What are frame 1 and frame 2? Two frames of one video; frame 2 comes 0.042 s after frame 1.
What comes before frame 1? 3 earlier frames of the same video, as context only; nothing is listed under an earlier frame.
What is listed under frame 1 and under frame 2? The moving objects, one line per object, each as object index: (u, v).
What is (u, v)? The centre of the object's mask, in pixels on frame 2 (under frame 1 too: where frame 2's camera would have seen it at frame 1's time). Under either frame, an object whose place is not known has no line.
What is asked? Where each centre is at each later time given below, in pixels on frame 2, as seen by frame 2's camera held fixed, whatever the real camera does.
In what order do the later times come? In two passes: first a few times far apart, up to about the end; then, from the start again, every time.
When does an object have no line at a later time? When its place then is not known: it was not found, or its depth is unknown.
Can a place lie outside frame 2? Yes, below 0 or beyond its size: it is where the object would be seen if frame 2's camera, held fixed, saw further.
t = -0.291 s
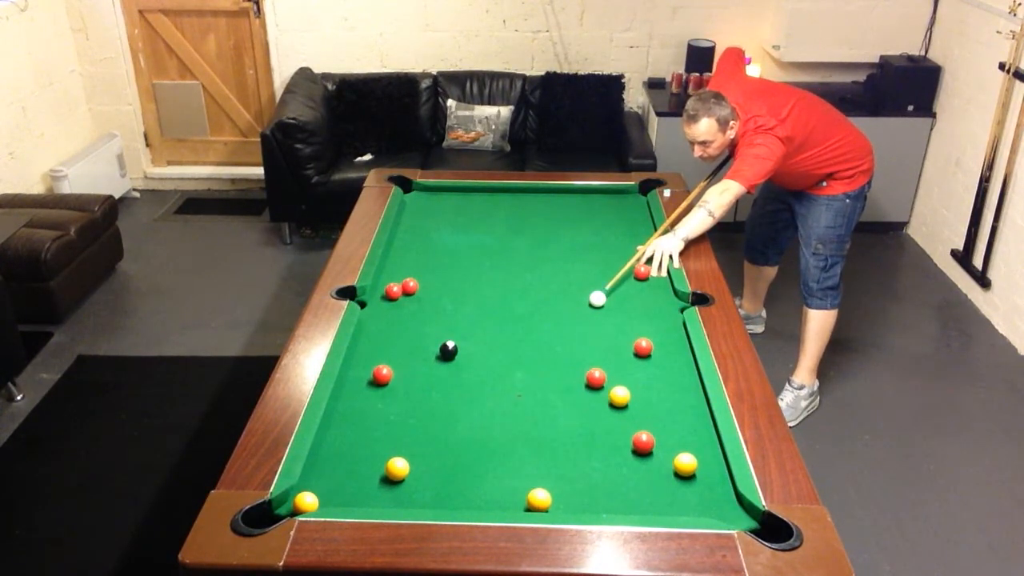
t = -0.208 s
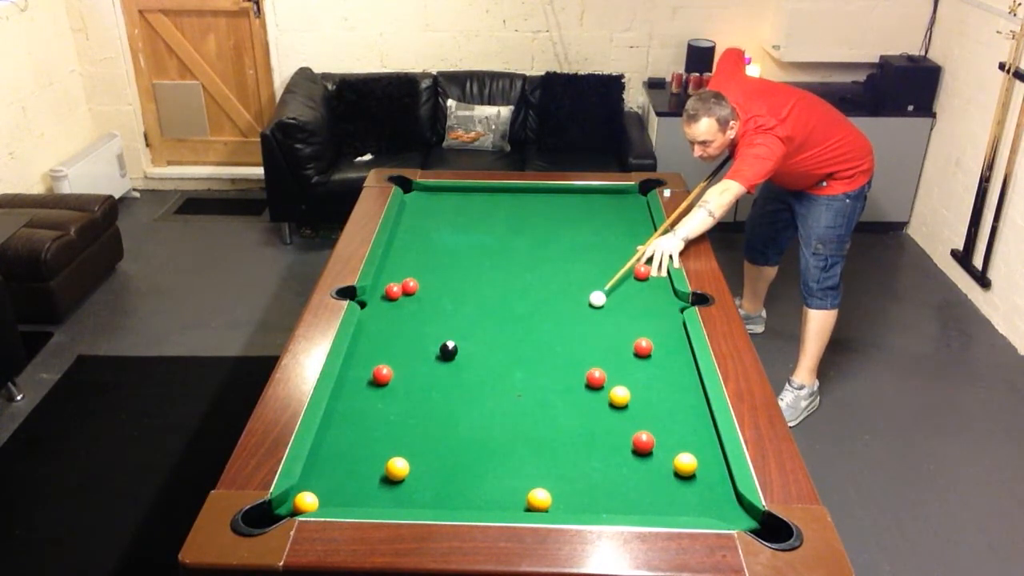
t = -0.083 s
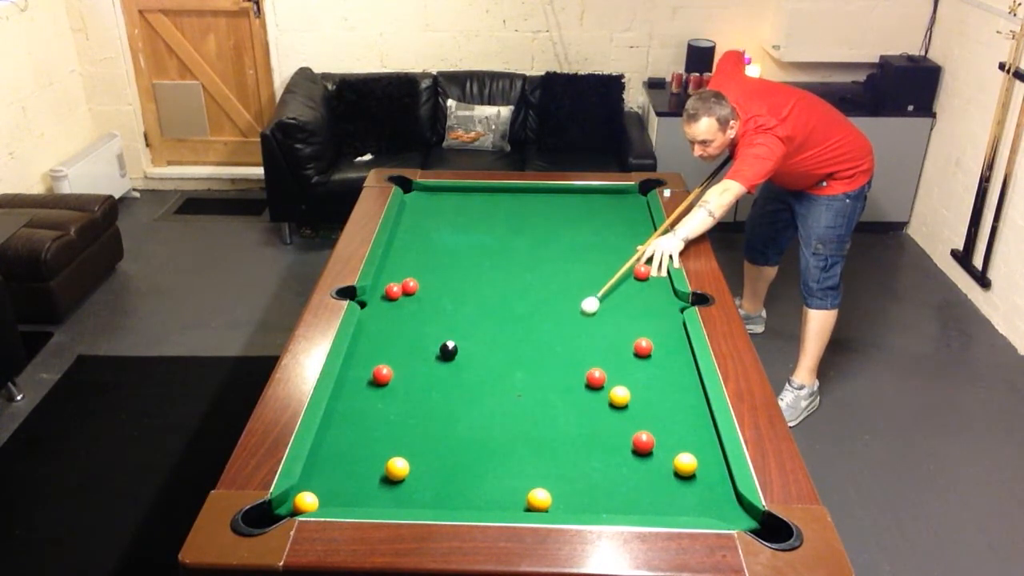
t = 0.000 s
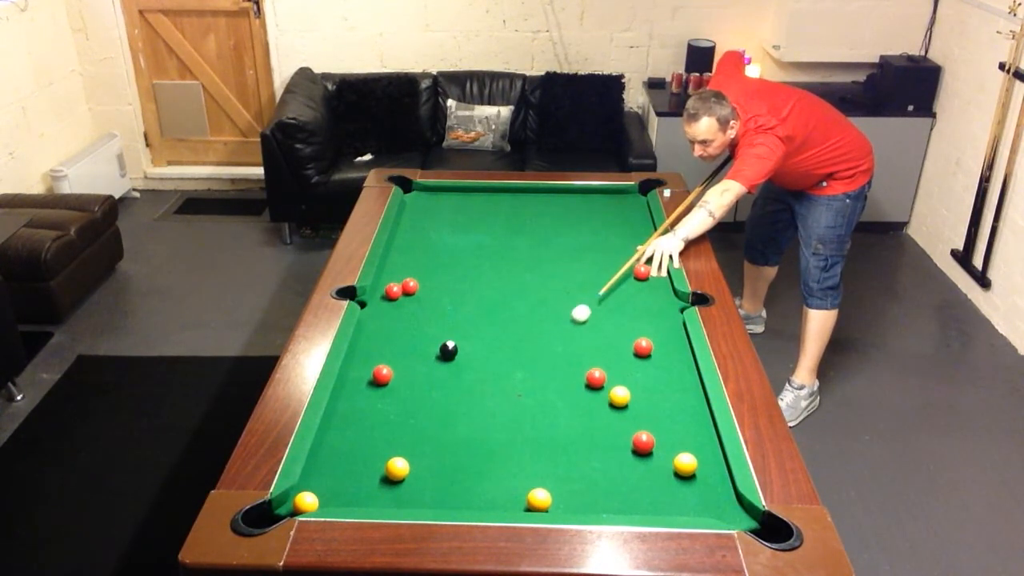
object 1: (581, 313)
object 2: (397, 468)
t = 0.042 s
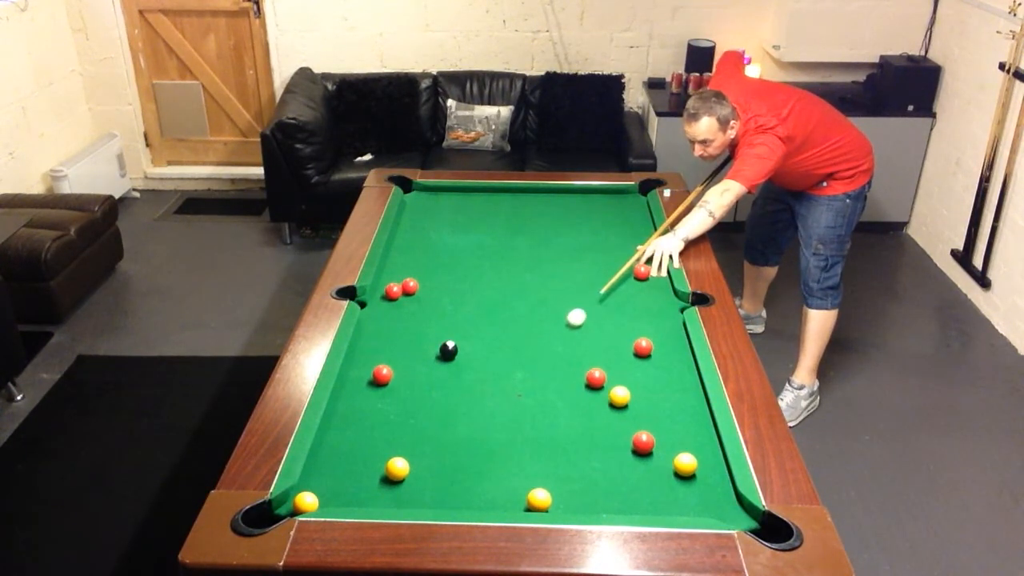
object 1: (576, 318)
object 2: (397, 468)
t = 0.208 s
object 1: (557, 334)
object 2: (397, 468)
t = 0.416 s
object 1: (532, 357)
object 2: (397, 468)
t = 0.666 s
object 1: (500, 385)
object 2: (397, 469)
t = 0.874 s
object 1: (472, 410)
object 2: (397, 469)
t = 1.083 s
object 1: (442, 437)
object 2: (397, 469)
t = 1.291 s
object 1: (417, 462)
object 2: (391, 471)
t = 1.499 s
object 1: (420, 473)
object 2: (366, 484)
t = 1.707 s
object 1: (422, 483)
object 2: (342, 495)
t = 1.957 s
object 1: (425, 494)
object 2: (328, 498)
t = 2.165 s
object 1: (428, 500)
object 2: (325, 494)
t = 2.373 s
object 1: (430, 501)
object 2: (324, 491)
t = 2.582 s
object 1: (431, 499)
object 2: (323, 489)
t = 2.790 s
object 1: (432, 498)
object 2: (323, 488)
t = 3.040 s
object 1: (432, 496)
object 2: (323, 489)
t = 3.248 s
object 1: (433, 496)
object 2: (323, 489)
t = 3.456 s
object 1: (433, 496)
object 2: (324, 489)
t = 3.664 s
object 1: (433, 496)
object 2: (324, 489)
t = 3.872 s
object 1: (433, 496)
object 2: (324, 489)
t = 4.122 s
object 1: (433, 496)
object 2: (324, 489)
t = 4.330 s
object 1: (433, 496)
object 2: (324, 489)
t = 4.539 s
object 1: (433, 496)
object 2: (324, 489)
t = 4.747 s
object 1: (433, 496)
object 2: (324, 489)
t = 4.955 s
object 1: (433, 496)
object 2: (324, 489)
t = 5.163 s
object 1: (433, 496)
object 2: (324, 489)
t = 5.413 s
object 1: (433, 496)
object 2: (324, 489)
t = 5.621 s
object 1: (433, 496)
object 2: (324, 489)
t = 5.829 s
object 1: (433, 496)
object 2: (324, 489)
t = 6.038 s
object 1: (433, 496)
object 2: (323, 489)
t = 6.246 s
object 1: (433, 496)
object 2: (323, 489)
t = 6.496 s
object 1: (433, 496)
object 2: (323, 489)
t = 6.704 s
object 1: (433, 496)
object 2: (323, 489)
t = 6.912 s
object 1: (433, 496)
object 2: (323, 489)
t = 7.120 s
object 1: (433, 496)
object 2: (324, 489)
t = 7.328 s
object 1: (433, 496)
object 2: (323, 489)
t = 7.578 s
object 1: (432, 496)
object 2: (323, 489)
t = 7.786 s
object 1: (433, 496)
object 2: (323, 489)
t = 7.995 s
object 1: (433, 496)
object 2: (324, 489)
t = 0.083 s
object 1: (571, 322)
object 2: (397, 468)
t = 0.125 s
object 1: (567, 326)
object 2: (397, 468)
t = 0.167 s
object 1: (562, 330)
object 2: (397, 468)
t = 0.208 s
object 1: (557, 334)
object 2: (397, 468)
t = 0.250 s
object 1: (552, 339)
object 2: (397, 468)
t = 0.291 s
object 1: (547, 343)
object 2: (397, 468)
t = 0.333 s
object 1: (542, 348)
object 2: (397, 468)
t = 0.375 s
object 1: (537, 352)
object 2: (397, 468)
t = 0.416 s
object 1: (532, 357)
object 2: (397, 468)
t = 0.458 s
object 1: (527, 361)
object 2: (397, 468)
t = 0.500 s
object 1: (522, 366)
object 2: (397, 469)
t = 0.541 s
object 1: (516, 371)
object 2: (397, 469)
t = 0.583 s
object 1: (511, 375)
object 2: (397, 469)
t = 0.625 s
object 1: (505, 380)
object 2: (397, 469)
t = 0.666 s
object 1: (500, 385)
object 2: (397, 469)
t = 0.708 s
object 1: (494, 390)
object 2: (397, 469)
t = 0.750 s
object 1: (489, 395)
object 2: (397, 469)
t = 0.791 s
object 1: (483, 400)
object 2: (397, 468)
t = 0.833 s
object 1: (477, 405)
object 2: (397, 469)
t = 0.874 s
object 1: (472, 410)
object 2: (397, 469)
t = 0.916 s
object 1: (466, 415)
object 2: (397, 468)
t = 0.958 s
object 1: (460, 421)
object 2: (397, 468)
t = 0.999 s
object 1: (454, 426)
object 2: (397, 469)
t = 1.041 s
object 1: (448, 431)
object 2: (397, 469)
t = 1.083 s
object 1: (442, 437)
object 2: (397, 469)
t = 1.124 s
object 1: (436, 442)
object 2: (397, 468)
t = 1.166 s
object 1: (429, 448)
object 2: (397, 468)
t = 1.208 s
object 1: (423, 454)
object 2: (397, 469)
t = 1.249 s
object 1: (418, 459)
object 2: (397, 469)
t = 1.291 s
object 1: (417, 462)
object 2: (391, 471)
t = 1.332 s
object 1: (418, 464)
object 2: (386, 474)
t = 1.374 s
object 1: (418, 466)
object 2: (381, 477)
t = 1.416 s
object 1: (419, 469)
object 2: (376, 479)
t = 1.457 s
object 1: (420, 471)
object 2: (371, 482)
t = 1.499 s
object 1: (420, 473)
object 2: (366, 484)
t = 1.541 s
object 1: (420, 475)
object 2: (361, 487)
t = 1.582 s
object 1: (421, 477)
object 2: (357, 489)
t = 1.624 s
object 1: (421, 479)
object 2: (352, 491)
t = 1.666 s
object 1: (422, 481)
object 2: (347, 493)
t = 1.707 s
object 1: (422, 483)
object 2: (342, 495)
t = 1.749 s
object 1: (423, 485)
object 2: (338, 497)
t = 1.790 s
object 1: (423, 487)
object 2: (334, 499)
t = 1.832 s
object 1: (424, 489)
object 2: (331, 500)
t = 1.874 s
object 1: (424, 490)
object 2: (329, 499)
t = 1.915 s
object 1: (424, 492)
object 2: (328, 498)
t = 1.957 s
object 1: (425, 494)
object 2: (328, 498)
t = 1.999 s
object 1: (426, 495)
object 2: (327, 497)
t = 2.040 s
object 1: (426, 497)
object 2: (327, 496)
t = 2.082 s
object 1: (427, 498)
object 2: (326, 496)
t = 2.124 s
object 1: (427, 499)
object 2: (326, 495)
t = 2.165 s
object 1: (428, 500)
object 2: (325, 494)
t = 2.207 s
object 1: (428, 501)
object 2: (325, 493)
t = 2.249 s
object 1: (429, 502)
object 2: (325, 492)
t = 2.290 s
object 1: (429, 502)
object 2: (325, 493)
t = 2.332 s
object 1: (430, 502)
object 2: (324, 492)
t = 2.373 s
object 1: (430, 501)
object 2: (324, 491)
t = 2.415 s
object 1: (431, 501)
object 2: (324, 491)
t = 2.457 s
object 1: (431, 500)
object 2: (323, 490)
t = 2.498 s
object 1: (431, 500)
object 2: (323, 490)
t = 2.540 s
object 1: (431, 499)
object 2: (323, 489)
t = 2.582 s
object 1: (431, 499)
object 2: (323, 489)
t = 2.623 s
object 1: (432, 499)
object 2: (323, 489)
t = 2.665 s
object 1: (432, 498)
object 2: (323, 489)
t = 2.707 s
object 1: (432, 498)
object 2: (323, 489)
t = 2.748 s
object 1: (432, 498)
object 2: (323, 489)
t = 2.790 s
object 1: (432, 498)
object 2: (323, 488)
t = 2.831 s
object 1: (432, 497)
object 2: (323, 489)
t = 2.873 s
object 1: (432, 497)
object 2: (323, 488)
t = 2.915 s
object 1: (432, 497)
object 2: (323, 488)
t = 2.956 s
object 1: (432, 497)
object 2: (323, 488)
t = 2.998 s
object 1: (432, 497)
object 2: (323, 489)
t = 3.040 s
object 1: (432, 496)
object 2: (323, 489)
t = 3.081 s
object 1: (432, 496)
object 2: (323, 489)
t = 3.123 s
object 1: (432, 496)
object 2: (323, 489)
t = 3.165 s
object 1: (433, 496)
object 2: (323, 489)
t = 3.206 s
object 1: (433, 496)
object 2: (323, 489)
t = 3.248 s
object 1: (433, 496)
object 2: (323, 489)
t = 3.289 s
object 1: (433, 496)
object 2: (323, 489)
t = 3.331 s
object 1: (433, 496)
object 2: (324, 489)
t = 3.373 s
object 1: (433, 496)
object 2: (324, 489)
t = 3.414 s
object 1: (433, 496)
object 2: (324, 489)
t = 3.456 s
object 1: (433, 496)
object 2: (324, 489)
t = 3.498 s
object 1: (433, 496)
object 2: (324, 489)
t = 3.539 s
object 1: (433, 496)
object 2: (324, 489)
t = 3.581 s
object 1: (433, 496)
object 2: (324, 489)
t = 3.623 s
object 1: (433, 496)
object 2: (324, 489)
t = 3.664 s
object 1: (433, 496)
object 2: (324, 489)
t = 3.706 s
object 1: (433, 496)
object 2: (324, 489)
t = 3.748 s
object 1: (433, 496)
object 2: (324, 489)
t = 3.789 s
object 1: (433, 496)
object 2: (324, 489)
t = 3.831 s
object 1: (433, 496)
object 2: (324, 489)
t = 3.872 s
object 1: (433, 496)
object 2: (324, 489)
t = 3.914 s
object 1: (433, 496)
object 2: (324, 489)
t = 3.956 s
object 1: (433, 496)
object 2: (324, 489)
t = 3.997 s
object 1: (433, 496)
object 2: (324, 489)
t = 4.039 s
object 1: (433, 496)
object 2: (324, 489)
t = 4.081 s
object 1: (433, 496)
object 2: (324, 489)
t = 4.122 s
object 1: (433, 496)
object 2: (324, 489)
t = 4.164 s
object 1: (433, 496)
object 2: (324, 489)
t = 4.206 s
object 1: (433, 496)
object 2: (324, 489)
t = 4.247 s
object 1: (433, 496)
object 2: (324, 489)
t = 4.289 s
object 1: (433, 496)
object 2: (324, 489)
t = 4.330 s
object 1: (433, 496)
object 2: (324, 489)
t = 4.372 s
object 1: (433, 496)
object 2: (324, 489)
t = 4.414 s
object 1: (433, 496)
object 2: (324, 489)
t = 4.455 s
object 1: (433, 496)
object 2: (324, 489)
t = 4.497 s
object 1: (433, 496)
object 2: (324, 489)
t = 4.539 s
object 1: (433, 496)
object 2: (324, 489)
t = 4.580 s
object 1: (433, 496)
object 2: (324, 489)
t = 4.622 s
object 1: (433, 496)
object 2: (324, 489)
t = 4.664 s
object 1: (433, 496)
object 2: (324, 489)
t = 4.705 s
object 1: (433, 496)
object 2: (324, 489)
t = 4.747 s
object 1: (433, 496)
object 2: (324, 489)
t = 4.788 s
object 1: (433, 496)
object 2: (324, 489)
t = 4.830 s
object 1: (433, 496)
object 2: (324, 489)
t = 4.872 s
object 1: (433, 496)
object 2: (324, 489)
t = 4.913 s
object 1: (433, 496)
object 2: (324, 489)
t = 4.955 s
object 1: (433, 496)
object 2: (324, 489)
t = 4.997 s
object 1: (433, 496)
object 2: (324, 489)
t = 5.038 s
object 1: (433, 496)
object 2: (324, 489)
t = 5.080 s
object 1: (433, 496)
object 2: (324, 489)
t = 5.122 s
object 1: (433, 496)
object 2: (324, 489)
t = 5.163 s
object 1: (433, 496)
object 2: (324, 489)
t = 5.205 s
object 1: (433, 496)
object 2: (324, 489)
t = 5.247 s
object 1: (433, 496)
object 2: (324, 489)
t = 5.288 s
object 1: (433, 496)
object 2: (324, 489)
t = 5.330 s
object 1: (433, 496)
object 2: (324, 489)
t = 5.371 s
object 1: (433, 496)
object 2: (324, 489)
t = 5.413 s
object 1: (433, 496)
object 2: (324, 489)
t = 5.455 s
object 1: (433, 496)
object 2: (324, 489)
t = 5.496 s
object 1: (433, 496)
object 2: (324, 489)
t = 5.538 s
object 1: (433, 496)
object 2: (324, 489)
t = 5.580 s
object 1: (433, 496)
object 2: (324, 489)
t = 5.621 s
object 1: (433, 496)
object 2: (324, 489)
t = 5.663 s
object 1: (433, 496)
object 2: (324, 489)
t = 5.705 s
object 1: (433, 496)
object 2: (324, 489)
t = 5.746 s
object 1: (433, 496)
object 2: (324, 489)
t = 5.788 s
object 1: (433, 496)
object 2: (324, 489)
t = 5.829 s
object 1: (433, 496)
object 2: (324, 489)
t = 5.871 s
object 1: (433, 496)
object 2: (324, 489)
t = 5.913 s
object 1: (433, 496)
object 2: (323, 489)
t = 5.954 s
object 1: (433, 496)
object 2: (324, 489)
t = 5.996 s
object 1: (433, 496)
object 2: (323, 489)
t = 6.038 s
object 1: (433, 496)
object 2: (323, 489)
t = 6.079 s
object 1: (433, 496)
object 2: (323, 489)
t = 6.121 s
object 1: (433, 496)
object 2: (323, 489)
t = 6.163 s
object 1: (433, 496)
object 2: (323, 489)
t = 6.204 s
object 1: (433, 496)
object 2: (323, 489)
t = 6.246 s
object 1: (433, 496)
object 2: (323, 489)
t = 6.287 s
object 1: (433, 496)
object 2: (323, 489)
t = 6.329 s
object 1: (433, 496)
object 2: (323, 489)
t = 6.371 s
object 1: (433, 496)
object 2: (324, 489)
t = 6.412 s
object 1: (433, 496)
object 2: (324, 489)
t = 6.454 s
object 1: (433, 496)
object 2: (324, 489)
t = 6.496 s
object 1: (433, 496)
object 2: (323, 489)
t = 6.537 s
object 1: (433, 496)
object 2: (324, 489)
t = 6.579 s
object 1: (433, 496)
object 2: (323, 489)
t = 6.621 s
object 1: (433, 496)
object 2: (323, 489)
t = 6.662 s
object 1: (433, 496)
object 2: (323, 489)
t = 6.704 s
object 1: (433, 496)
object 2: (323, 489)
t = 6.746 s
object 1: (433, 496)
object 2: (323, 489)
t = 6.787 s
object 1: (433, 496)
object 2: (323, 489)
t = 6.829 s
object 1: (433, 496)
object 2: (323, 489)
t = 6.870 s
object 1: (433, 496)
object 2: (323, 489)
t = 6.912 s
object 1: (433, 496)
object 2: (323, 489)
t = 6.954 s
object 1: (433, 496)
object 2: (323, 489)
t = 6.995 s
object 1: (433, 496)
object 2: (323, 489)
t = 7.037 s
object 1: (433, 496)
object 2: (323, 489)
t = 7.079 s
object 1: (433, 496)
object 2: (324, 489)
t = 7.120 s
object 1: (433, 496)
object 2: (324, 489)
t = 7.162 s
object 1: (433, 496)
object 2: (324, 489)
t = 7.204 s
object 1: (433, 496)
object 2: (323, 489)
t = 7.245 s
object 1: (433, 496)
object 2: (323, 489)
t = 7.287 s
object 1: (433, 496)
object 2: (323, 489)
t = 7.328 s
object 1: (433, 496)
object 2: (323, 489)
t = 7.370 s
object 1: (433, 496)
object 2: (323, 489)
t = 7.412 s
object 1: (433, 496)
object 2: (323, 489)
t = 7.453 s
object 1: (433, 496)
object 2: (323, 489)
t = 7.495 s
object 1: (433, 496)
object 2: (323, 489)
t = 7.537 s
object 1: (433, 496)
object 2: (324, 489)
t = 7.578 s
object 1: (432, 496)
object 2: (323, 489)
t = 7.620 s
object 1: (433, 496)
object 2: (323, 489)
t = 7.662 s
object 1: (433, 496)
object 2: (323, 489)
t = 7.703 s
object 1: (433, 496)
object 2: (323, 489)
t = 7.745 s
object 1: (433, 496)
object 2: (324, 489)
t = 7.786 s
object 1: (433, 496)
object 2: (323, 489)
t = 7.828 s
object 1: (433, 496)
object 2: (324, 489)
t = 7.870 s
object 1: (433, 496)
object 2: (324, 489)
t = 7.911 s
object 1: (433, 496)
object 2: (324, 489)
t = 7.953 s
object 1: (433, 496)
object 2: (324, 489)
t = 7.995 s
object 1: (433, 496)
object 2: (324, 489)
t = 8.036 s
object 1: (433, 496)
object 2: (324, 489)
